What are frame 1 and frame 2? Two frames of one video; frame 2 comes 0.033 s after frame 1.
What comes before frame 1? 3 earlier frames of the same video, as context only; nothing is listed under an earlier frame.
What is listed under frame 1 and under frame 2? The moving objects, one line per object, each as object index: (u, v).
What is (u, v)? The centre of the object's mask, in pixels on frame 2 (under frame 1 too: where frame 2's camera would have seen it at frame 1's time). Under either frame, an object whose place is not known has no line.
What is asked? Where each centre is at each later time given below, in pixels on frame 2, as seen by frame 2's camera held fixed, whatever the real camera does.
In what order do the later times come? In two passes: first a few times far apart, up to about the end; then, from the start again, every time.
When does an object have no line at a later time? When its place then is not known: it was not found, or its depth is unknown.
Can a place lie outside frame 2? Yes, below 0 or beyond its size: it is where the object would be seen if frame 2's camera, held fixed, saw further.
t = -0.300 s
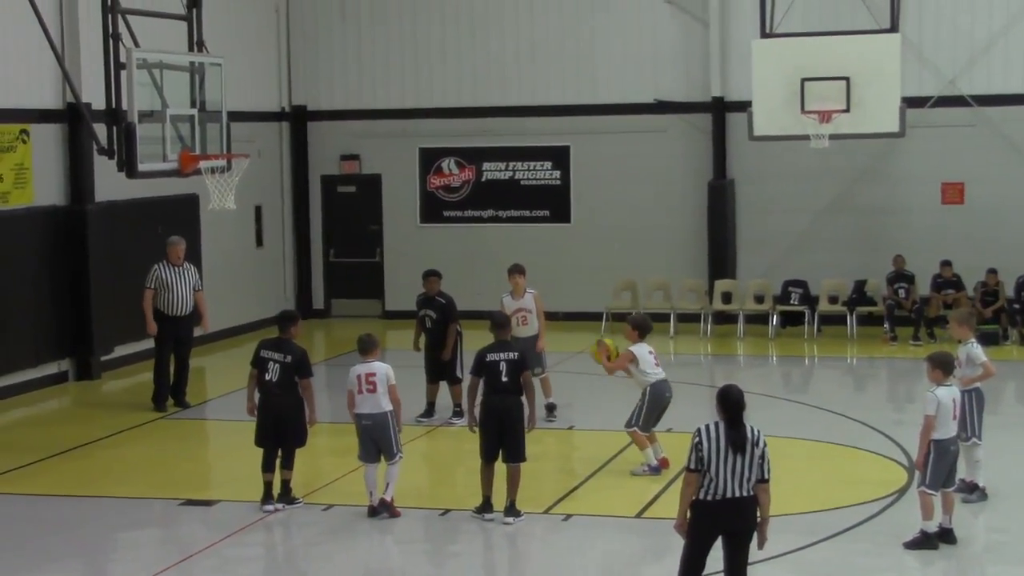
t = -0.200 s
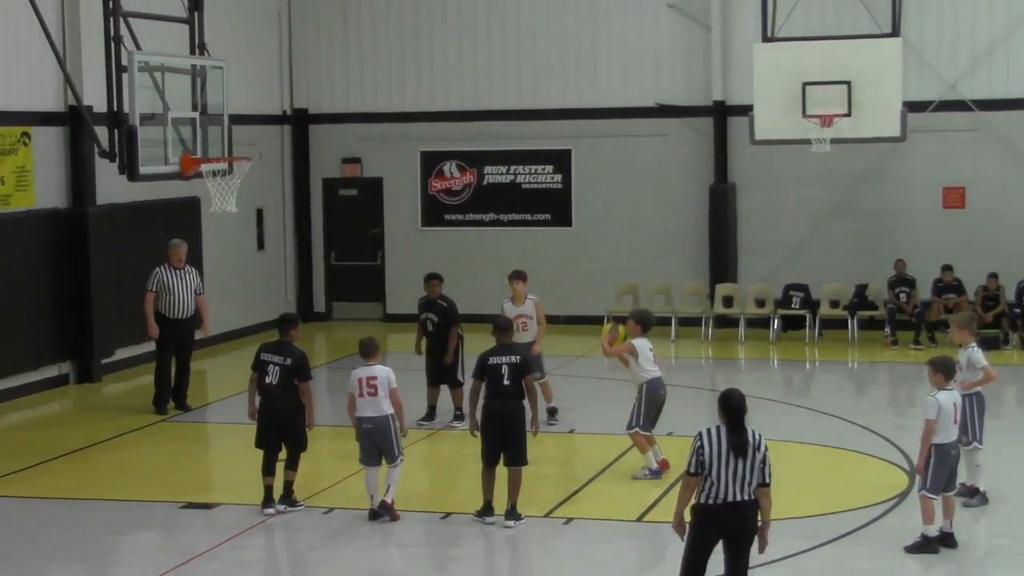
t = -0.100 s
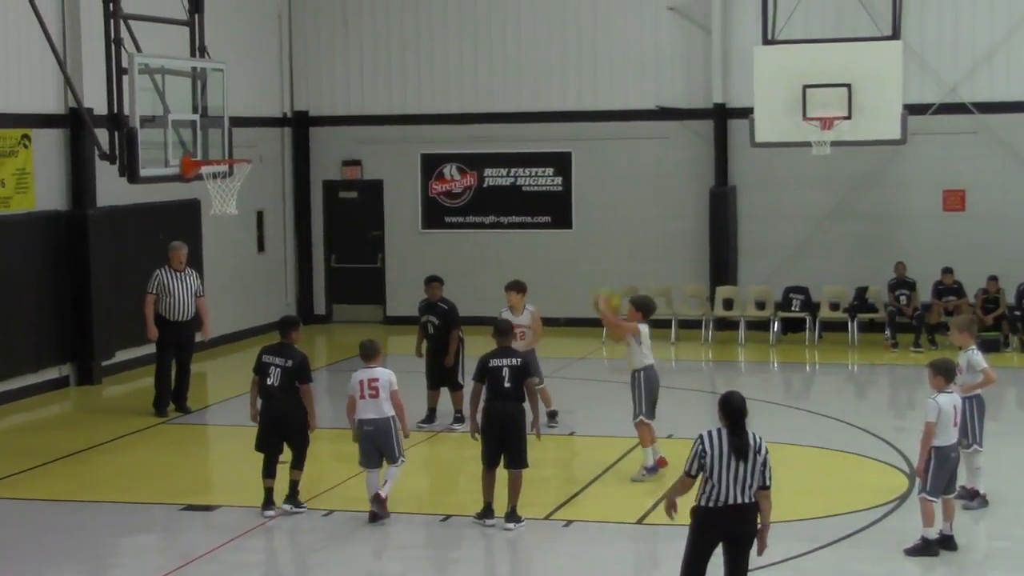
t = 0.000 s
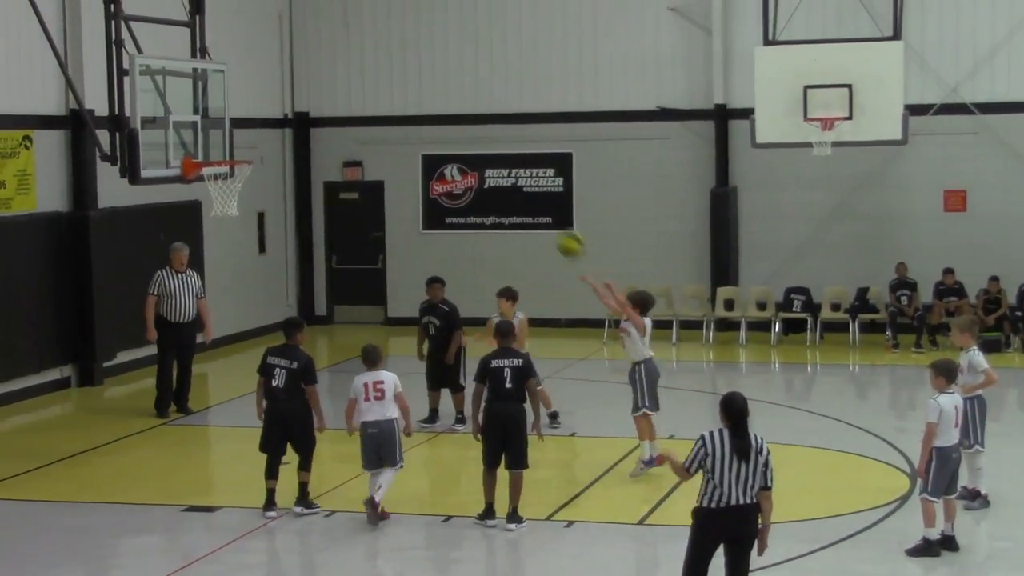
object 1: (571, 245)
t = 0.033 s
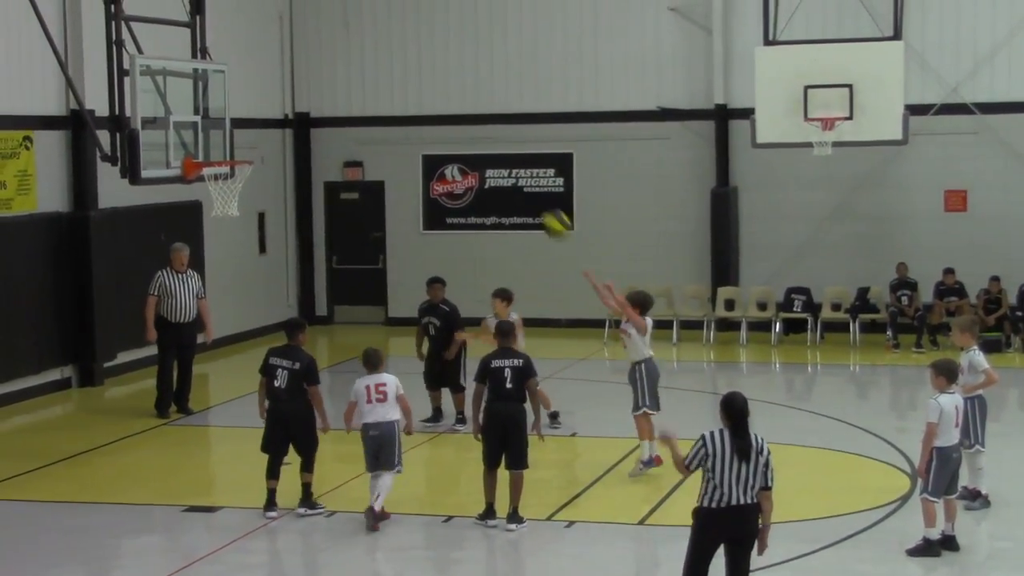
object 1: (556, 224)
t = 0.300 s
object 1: (442, 119)
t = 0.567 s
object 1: (333, 94)
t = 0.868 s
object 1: (221, 154)
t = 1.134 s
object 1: (260, 248)
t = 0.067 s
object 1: (542, 205)
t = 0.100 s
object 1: (527, 192)
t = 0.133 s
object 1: (512, 175)
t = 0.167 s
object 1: (498, 161)
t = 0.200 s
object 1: (485, 150)
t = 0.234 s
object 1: (470, 138)
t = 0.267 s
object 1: (456, 127)
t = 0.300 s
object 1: (442, 119)
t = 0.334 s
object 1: (428, 112)
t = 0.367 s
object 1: (414, 105)
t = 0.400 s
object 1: (400, 101)
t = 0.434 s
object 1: (386, 97)
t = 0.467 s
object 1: (373, 94)
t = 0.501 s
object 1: (359, 93)
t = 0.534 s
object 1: (346, 93)
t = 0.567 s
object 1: (333, 94)
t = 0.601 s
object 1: (320, 96)
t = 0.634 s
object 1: (307, 100)
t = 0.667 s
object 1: (294, 105)
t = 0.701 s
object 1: (282, 111)
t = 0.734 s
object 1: (270, 117)
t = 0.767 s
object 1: (257, 126)
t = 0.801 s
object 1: (245, 135)
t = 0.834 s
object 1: (233, 146)
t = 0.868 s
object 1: (221, 154)
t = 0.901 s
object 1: (219, 171)
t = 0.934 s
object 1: (223, 183)
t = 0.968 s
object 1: (231, 197)
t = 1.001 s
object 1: (237, 206)
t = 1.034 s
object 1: (243, 215)
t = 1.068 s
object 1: (249, 225)
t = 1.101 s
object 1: (255, 236)
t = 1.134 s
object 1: (260, 248)
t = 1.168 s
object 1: (266, 263)
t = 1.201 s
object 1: (272, 277)
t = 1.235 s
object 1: (277, 293)
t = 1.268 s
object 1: (283, 312)
